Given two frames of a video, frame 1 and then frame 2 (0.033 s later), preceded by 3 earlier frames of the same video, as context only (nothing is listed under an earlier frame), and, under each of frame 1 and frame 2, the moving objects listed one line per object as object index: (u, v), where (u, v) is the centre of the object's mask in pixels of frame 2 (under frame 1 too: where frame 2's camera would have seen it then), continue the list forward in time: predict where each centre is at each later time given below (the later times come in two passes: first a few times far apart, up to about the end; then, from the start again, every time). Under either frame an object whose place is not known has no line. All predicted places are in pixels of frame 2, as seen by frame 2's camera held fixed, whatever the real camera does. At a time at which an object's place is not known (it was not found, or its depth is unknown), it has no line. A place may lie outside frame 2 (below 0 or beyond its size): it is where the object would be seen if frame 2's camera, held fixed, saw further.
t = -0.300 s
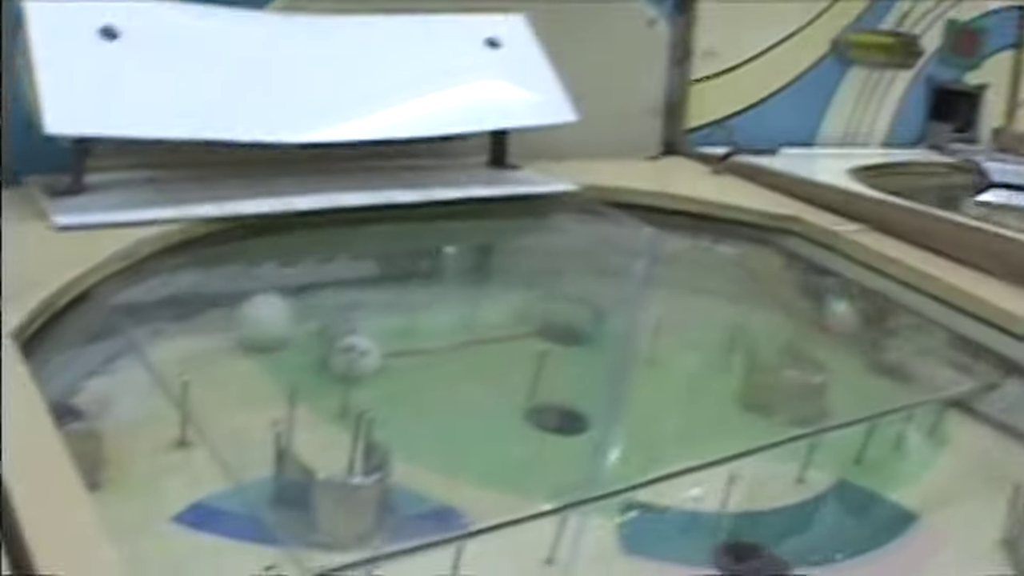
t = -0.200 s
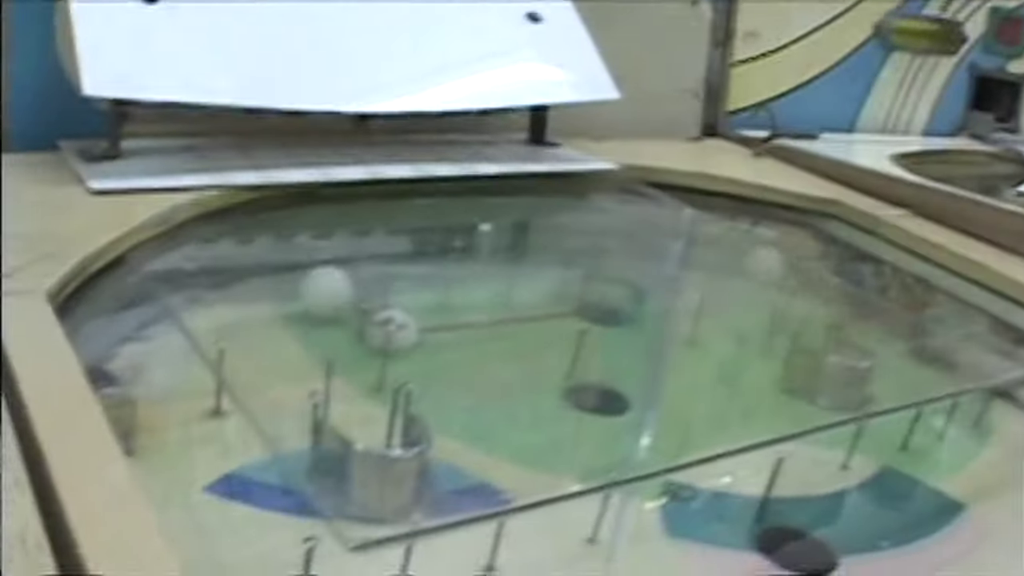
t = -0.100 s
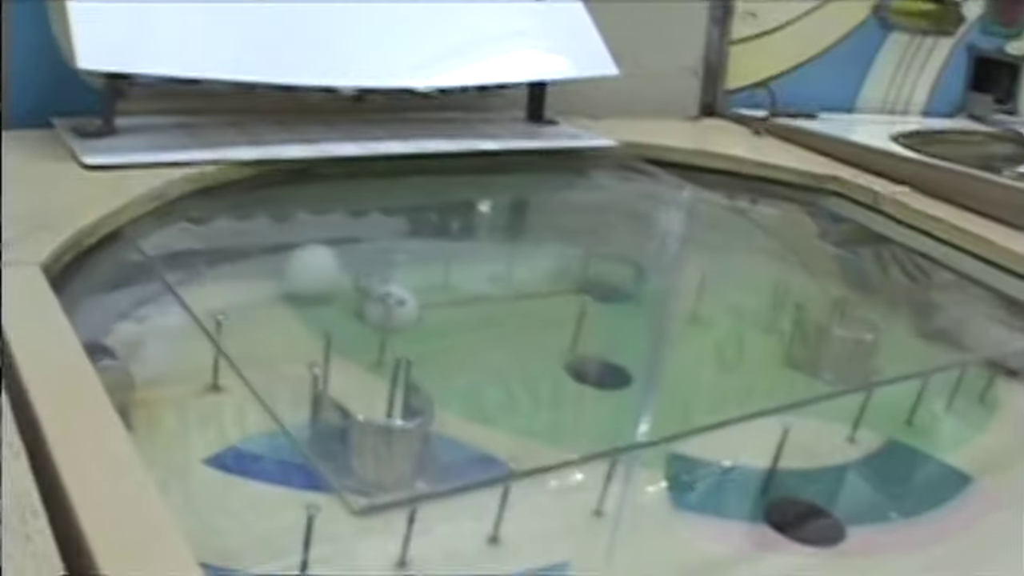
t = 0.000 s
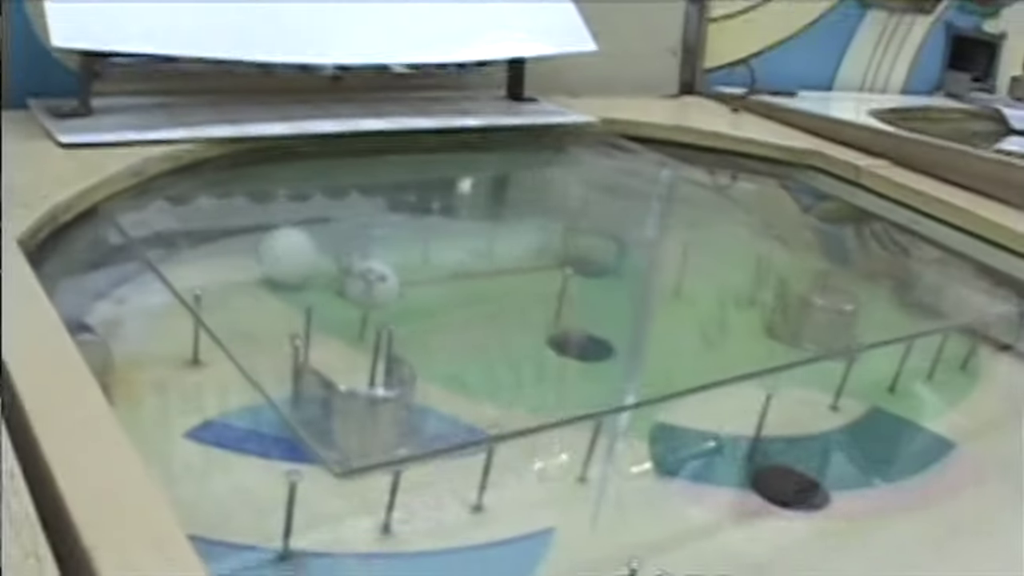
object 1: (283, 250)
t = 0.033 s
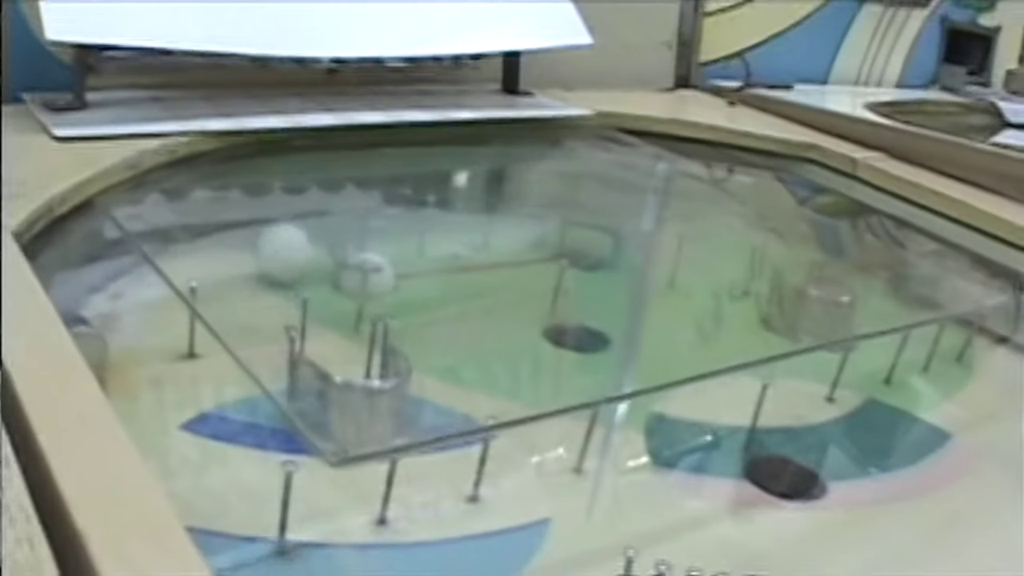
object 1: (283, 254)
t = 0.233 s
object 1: (300, 303)
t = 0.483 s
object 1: (332, 330)
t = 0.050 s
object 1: (285, 258)
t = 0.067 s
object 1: (286, 259)
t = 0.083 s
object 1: (288, 263)
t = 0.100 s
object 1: (288, 265)
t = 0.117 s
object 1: (290, 269)
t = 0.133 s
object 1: (290, 273)
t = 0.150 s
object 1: (291, 276)
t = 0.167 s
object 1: (292, 281)
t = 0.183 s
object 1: (293, 288)
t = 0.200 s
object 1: (294, 289)
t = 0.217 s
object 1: (298, 298)
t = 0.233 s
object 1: (300, 303)
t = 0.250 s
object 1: (303, 307)
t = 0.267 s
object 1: (304, 312)
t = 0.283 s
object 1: (308, 312)
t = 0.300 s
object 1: (310, 312)
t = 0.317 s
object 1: (324, 318)
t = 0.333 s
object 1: (329, 318)
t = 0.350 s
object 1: (335, 317)
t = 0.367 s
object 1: (336, 316)
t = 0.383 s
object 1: (335, 320)
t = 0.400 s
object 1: (335, 320)
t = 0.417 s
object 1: (334, 322)
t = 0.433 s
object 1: (333, 326)
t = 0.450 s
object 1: (332, 329)
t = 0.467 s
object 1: (331, 329)
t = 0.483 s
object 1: (332, 330)
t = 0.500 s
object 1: (334, 330)
